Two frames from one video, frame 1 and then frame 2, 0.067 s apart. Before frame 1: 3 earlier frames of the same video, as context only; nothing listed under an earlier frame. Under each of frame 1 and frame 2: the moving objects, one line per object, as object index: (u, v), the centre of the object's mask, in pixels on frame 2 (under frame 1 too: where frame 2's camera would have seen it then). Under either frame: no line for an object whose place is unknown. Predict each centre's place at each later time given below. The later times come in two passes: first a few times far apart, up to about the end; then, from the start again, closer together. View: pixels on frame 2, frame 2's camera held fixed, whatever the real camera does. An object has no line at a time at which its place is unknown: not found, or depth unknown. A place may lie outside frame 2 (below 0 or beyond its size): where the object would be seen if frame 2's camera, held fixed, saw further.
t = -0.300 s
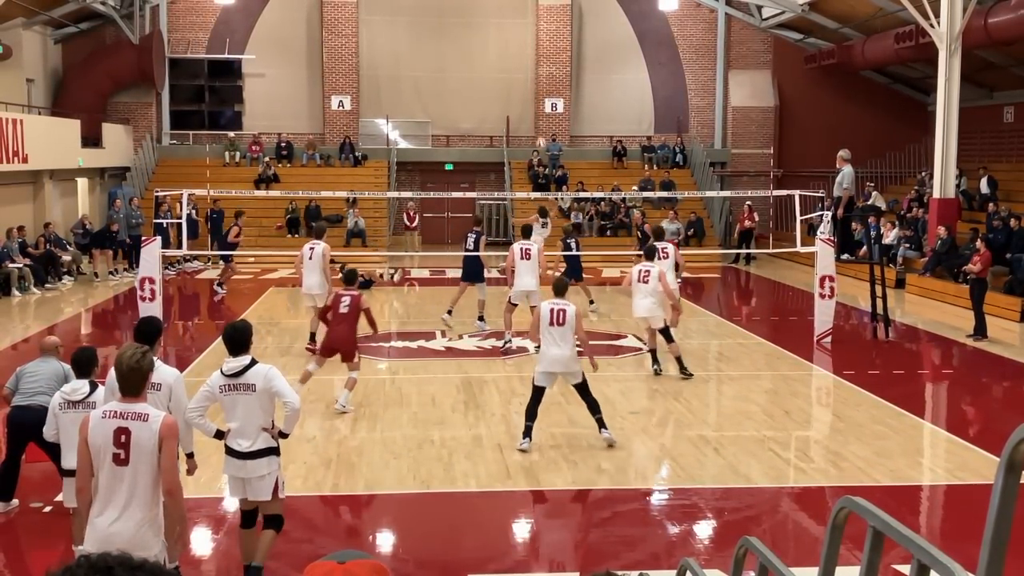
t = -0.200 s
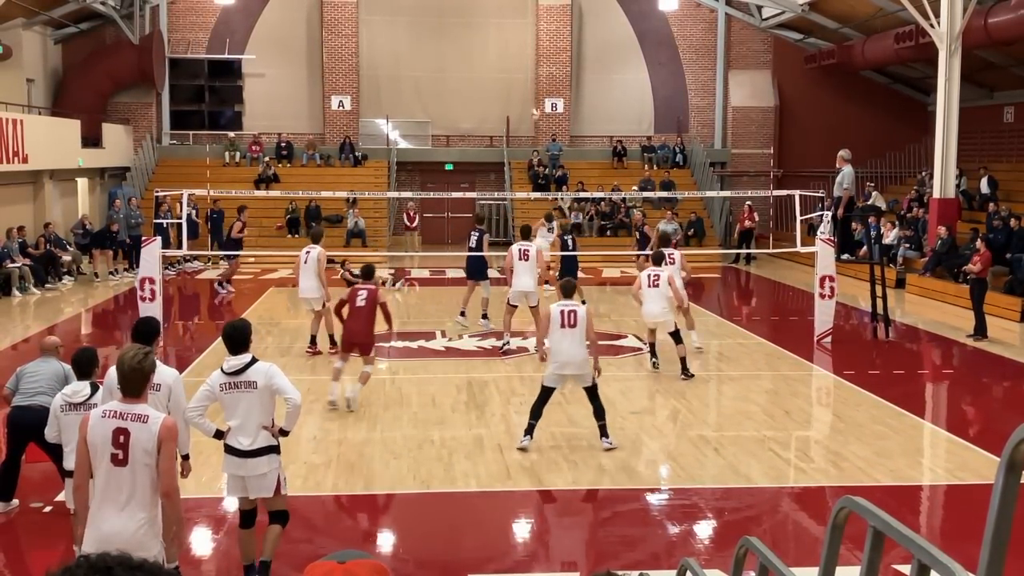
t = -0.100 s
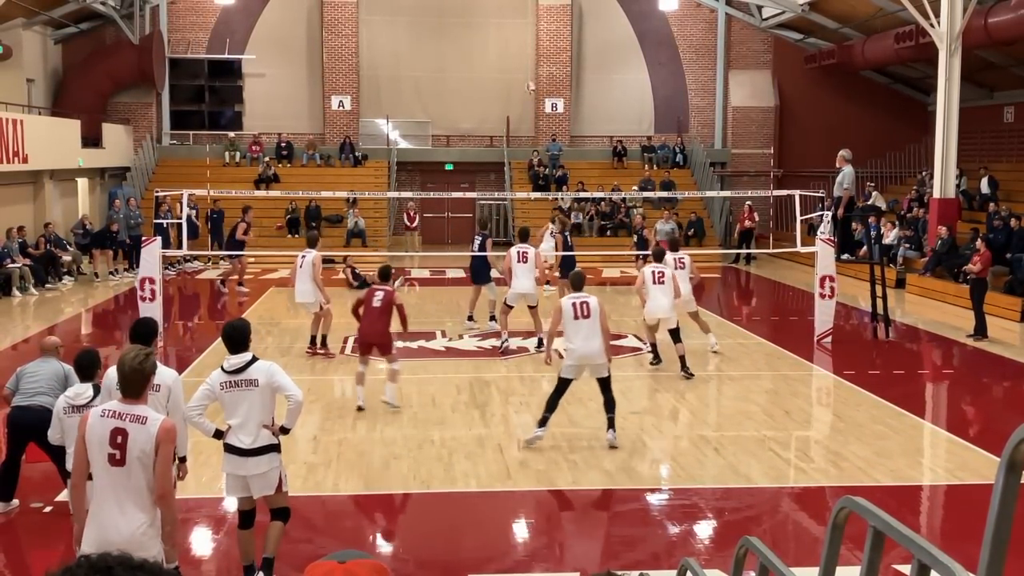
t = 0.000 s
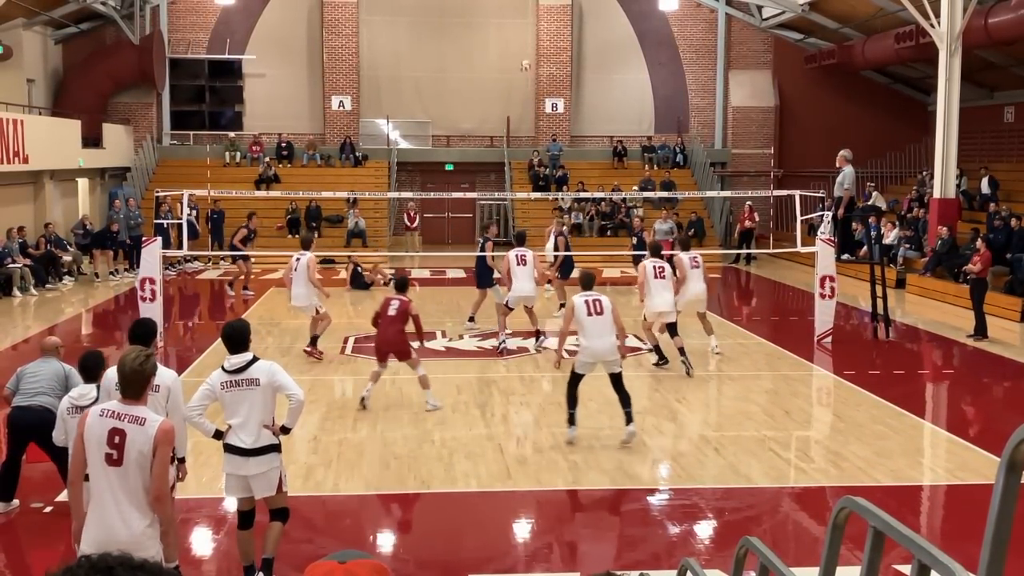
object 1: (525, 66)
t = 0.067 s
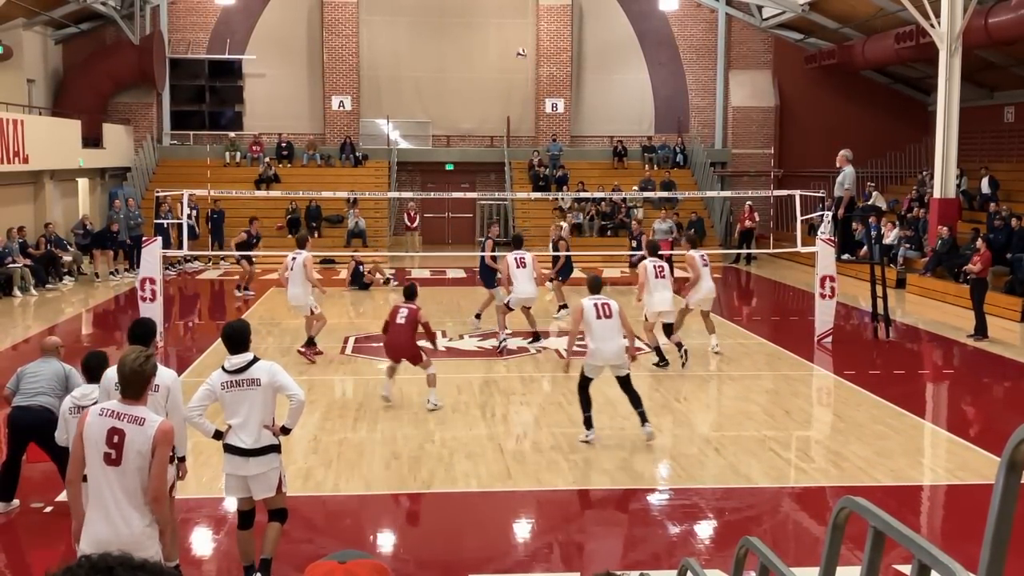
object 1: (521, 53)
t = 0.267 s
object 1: (509, 29)
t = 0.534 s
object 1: (492, 29)
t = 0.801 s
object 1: (474, 83)
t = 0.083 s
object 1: (520, 50)
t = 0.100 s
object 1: (519, 48)
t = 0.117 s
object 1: (518, 44)
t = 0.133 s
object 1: (517, 42)
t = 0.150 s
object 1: (516, 40)
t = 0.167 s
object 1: (515, 37)
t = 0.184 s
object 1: (514, 36)
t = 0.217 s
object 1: (513, 33)
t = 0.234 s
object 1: (511, 32)
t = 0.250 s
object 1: (510, 30)
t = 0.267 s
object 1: (509, 29)
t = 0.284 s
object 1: (508, 27)
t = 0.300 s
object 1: (507, 26)
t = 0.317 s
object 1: (506, 25)
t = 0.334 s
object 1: (505, 24)
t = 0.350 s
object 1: (504, 23)
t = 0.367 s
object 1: (502, 23)
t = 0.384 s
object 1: (501, 23)
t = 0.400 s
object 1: (500, 22)
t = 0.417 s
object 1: (499, 23)
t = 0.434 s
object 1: (498, 23)
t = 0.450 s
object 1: (497, 23)
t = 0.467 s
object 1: (496, 24)
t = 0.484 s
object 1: (495, 24)
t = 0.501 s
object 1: (494, 26)
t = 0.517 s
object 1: (493, 27)
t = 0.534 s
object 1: (492, 29)
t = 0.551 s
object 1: (490, 30)
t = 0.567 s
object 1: (489, 32)
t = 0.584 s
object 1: (488, 33)
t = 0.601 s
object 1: (487, 36)
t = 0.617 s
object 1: (486, 39)
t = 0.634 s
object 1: (485, 42)
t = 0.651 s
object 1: (483, 45)
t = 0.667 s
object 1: (483, 48)
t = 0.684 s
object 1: (482, 51)
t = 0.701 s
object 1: (480, 55)
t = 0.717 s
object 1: (479, 58)
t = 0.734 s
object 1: (478, 63)
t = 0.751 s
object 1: (477, 67)
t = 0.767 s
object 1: (476, 72)
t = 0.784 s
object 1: (475, 78)
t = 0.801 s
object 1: (474, 83)
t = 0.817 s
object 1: (473, 88)
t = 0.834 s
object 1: (471, 94)
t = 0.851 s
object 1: (470, 100)
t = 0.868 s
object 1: (469, 107)
